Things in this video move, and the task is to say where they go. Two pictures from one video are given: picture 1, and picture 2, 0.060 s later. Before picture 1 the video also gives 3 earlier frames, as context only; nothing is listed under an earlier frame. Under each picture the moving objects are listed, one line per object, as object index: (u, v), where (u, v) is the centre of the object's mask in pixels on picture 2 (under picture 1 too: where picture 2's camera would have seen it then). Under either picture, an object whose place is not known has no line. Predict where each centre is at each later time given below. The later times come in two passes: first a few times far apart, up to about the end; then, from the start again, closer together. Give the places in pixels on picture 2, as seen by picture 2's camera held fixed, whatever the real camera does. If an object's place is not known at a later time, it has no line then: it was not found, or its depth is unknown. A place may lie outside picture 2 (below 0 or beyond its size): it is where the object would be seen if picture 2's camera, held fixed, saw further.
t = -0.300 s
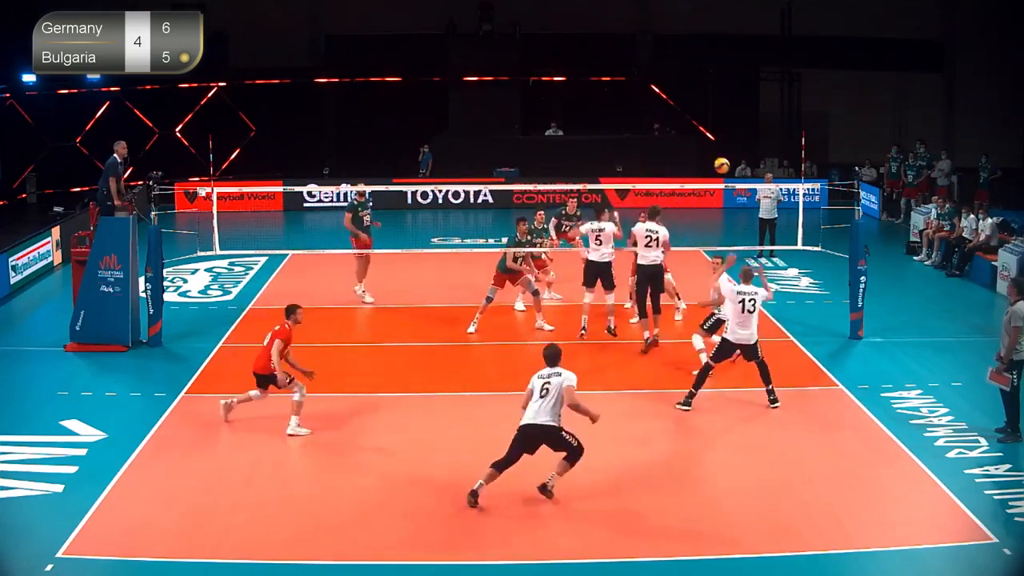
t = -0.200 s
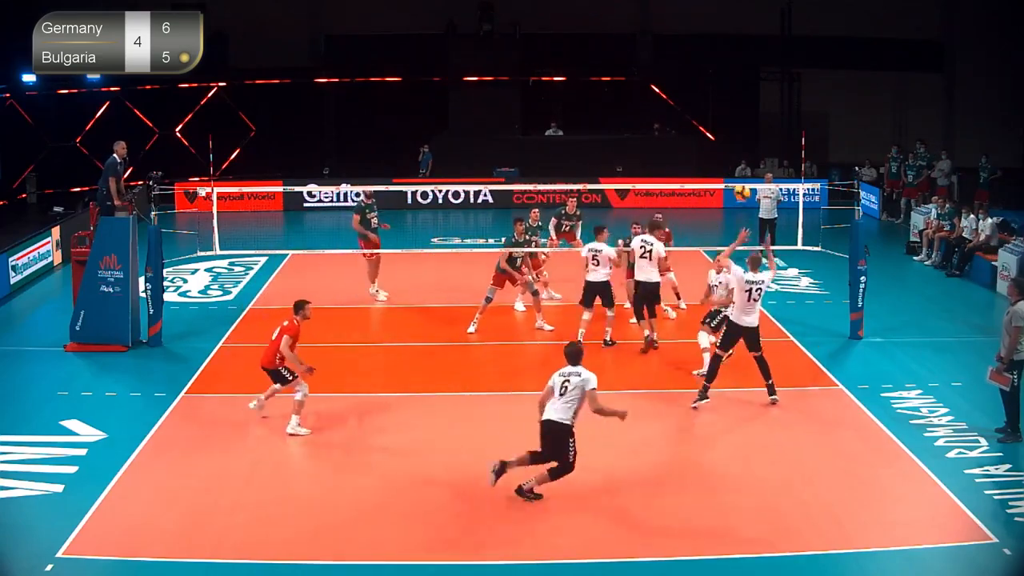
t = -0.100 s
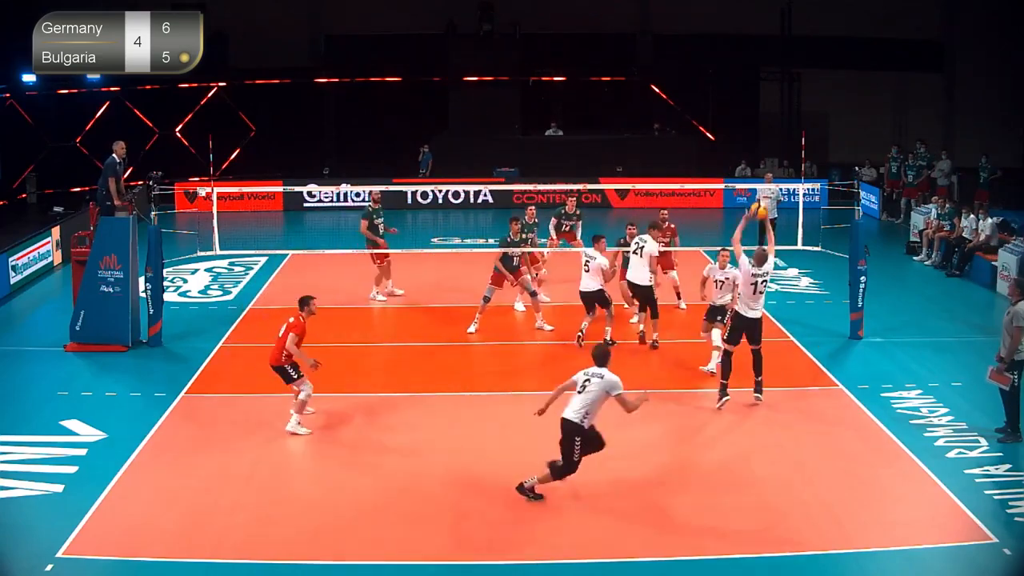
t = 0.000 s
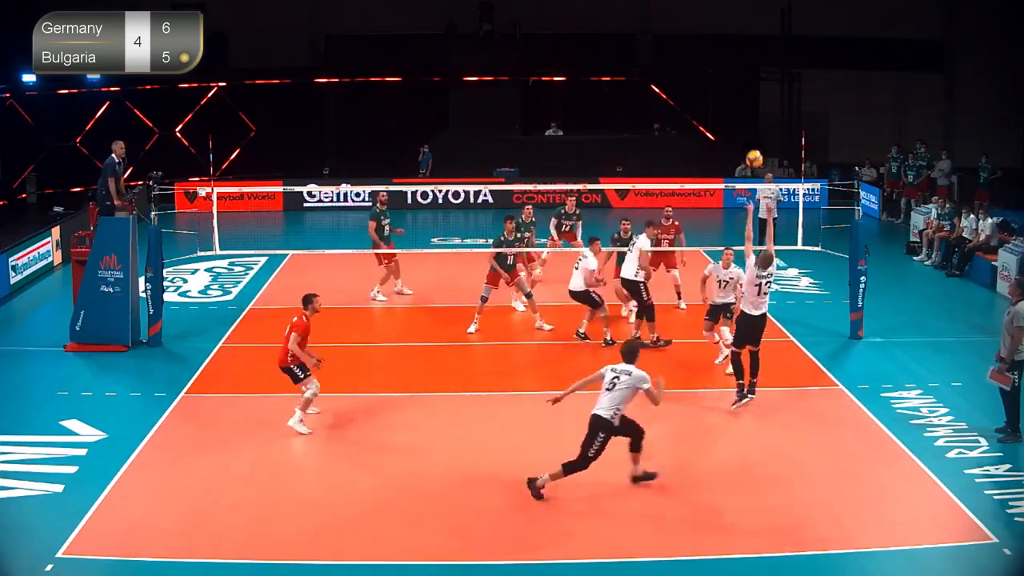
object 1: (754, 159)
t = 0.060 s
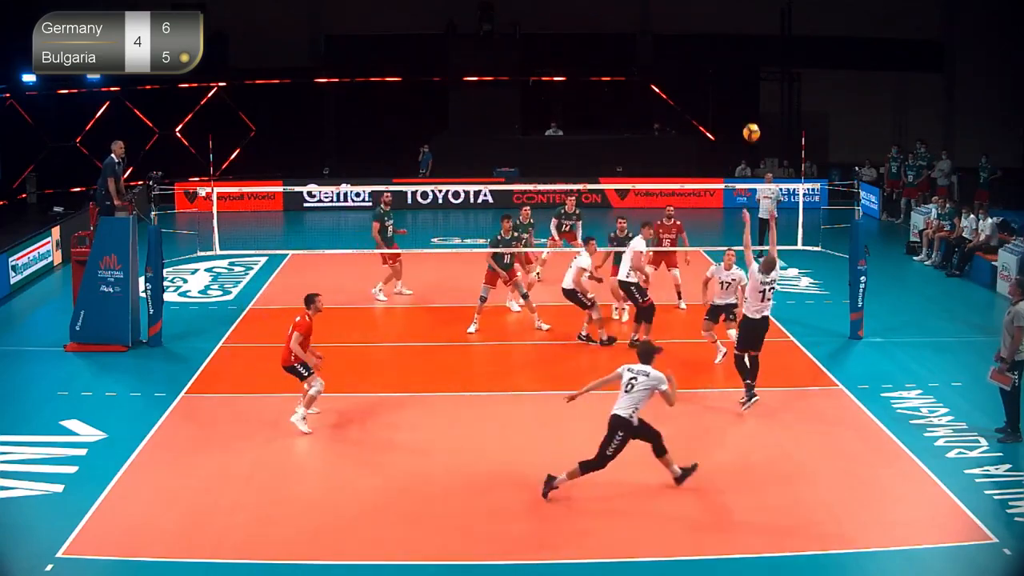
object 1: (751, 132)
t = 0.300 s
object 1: (740, 57)
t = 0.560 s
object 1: (727, 29)
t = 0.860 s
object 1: (714, 57)
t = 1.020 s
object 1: (707, 98)
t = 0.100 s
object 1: (749, 116)
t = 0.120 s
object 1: (748, 109)
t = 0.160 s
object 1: (747, 95)
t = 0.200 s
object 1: (744, 83)
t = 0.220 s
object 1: (743, 77)
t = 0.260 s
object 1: (741, 66)
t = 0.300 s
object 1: (740, 57)
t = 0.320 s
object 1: (739, 53)
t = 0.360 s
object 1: (737, 46)
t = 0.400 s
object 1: (735, 40)
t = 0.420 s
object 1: (734, 38)
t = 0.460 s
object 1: (732, 33)
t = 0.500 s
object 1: (730, 31)
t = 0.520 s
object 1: (729, 30)
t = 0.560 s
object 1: (727, 29)
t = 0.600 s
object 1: (726, 29)
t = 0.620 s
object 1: (725, 29)
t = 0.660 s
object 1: (723, 31)
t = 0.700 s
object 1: (721, 34)
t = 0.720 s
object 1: (720, 36)
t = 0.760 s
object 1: (719, 41)
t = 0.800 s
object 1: (717, 47)
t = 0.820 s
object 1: (716, 50)
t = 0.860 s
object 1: (714, 57)
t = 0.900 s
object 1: (712, 66)
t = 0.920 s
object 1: (711, 71)
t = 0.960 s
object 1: (710, 81)
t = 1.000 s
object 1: (708, 92)
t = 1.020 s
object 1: (707, 98)
